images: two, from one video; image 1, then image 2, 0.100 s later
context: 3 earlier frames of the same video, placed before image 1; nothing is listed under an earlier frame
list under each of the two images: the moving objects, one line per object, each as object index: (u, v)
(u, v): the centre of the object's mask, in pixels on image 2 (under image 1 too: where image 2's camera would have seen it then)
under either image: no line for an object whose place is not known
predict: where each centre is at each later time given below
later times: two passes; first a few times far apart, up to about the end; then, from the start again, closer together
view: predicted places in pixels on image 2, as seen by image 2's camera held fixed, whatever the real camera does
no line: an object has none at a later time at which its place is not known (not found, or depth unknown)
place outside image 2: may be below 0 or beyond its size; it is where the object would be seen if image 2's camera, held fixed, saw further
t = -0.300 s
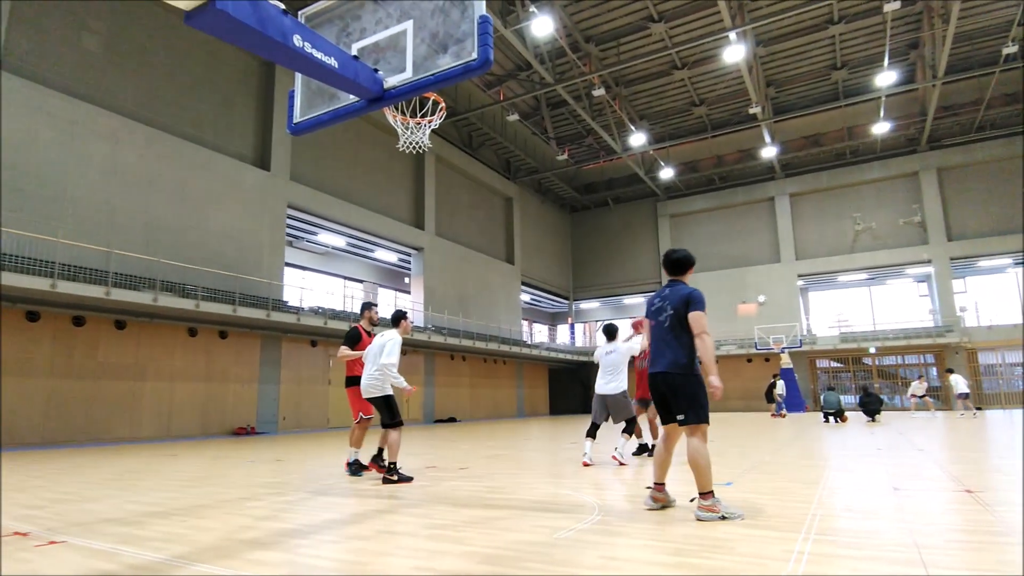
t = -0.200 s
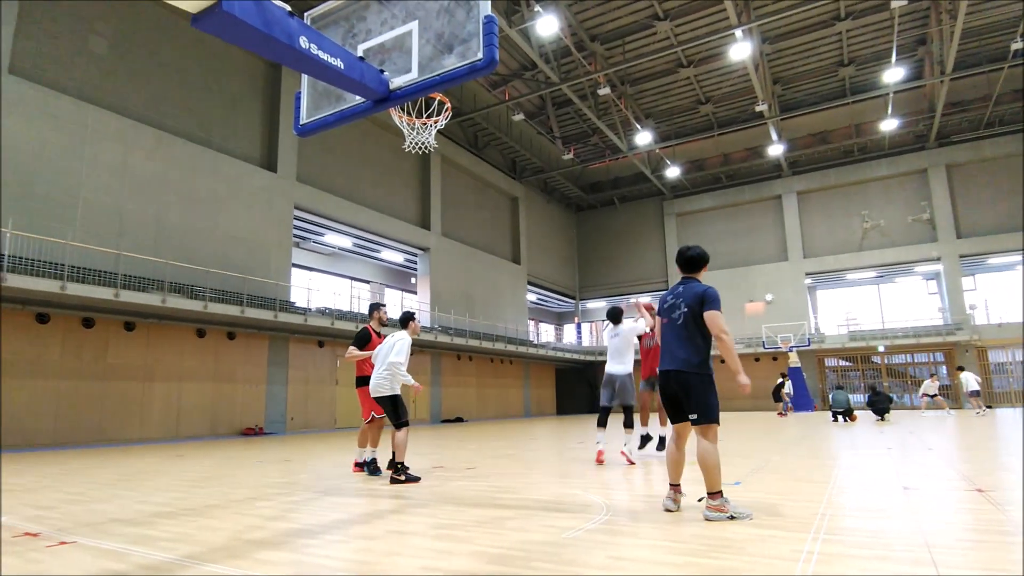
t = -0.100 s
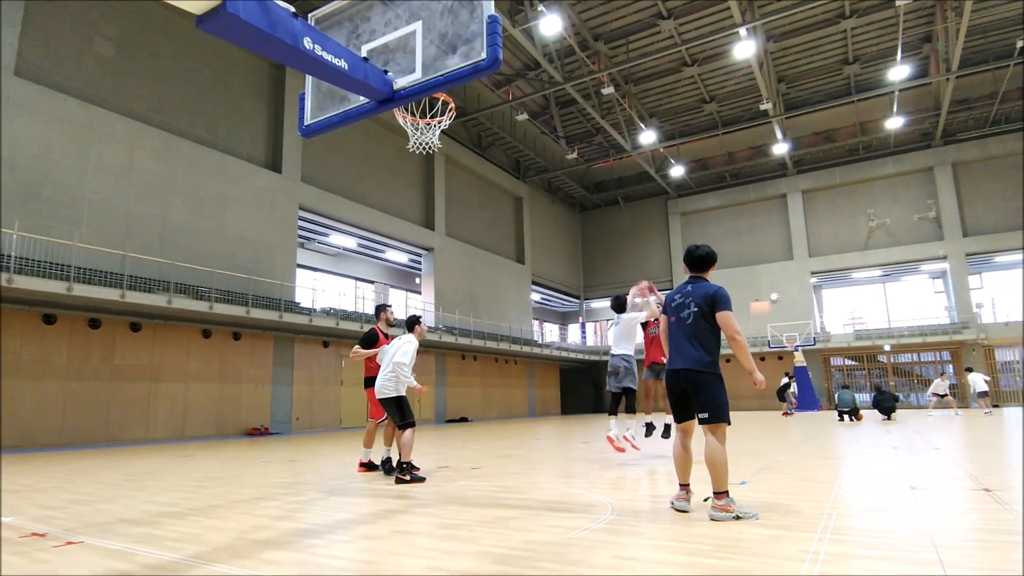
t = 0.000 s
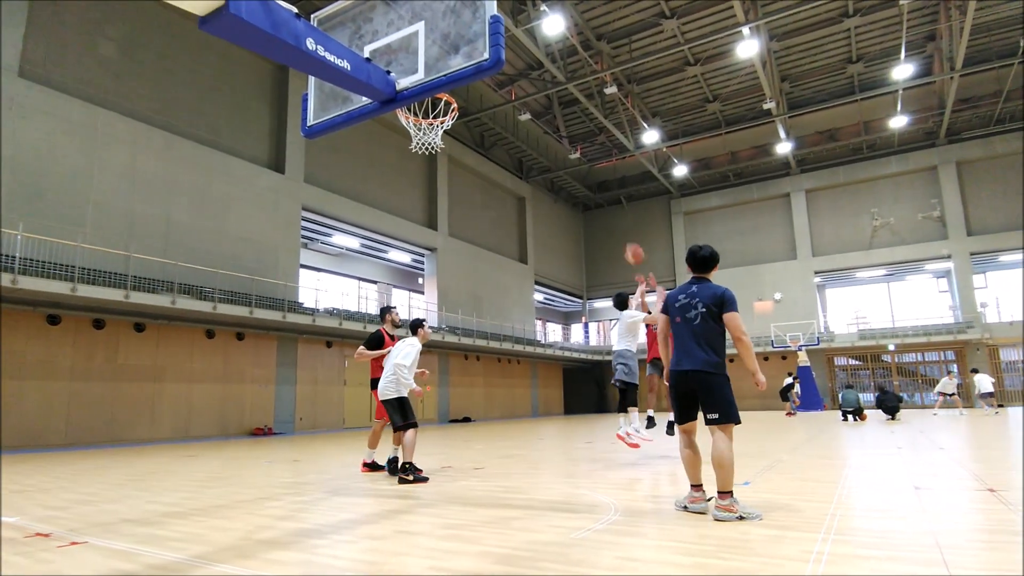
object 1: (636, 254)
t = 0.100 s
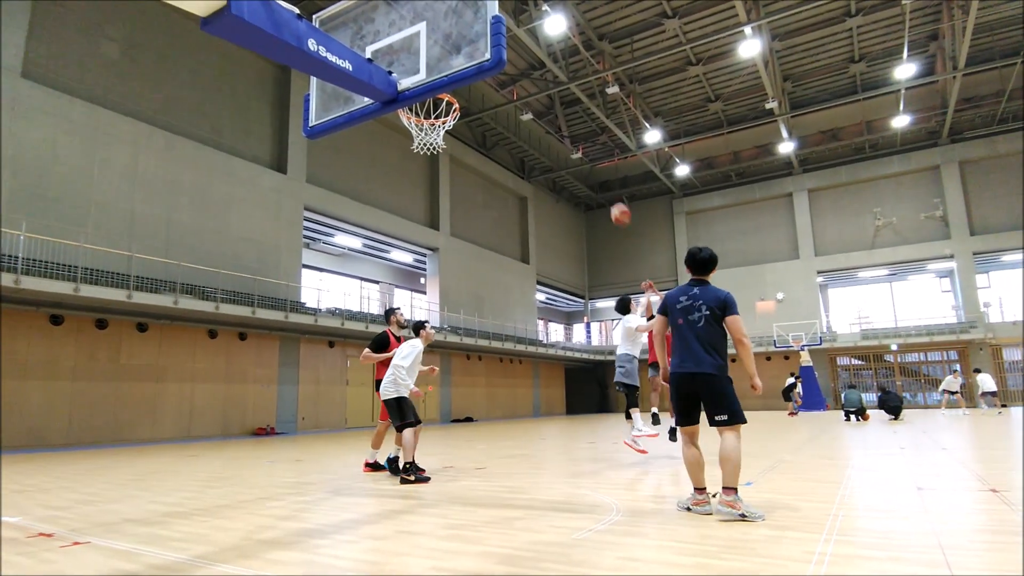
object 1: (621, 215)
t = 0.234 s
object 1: (597, 167)
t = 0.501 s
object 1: (547, 103)
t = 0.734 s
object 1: (492, 85)
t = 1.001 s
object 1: (412, 119)
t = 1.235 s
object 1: (421, 162)
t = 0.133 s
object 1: (615, 202)
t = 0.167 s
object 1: (609, 190)
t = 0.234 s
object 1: (597, 167)
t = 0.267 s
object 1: (592, 157)
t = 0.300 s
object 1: (586, 148)
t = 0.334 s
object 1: (580, 140)
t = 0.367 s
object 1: (573, 131)
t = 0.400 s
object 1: (567, 123)
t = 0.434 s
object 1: (561, 116)
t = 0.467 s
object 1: (554, 109)
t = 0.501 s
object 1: (547, 103)
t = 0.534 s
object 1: (540, 97)
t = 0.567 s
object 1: (532, 92)
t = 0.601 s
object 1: (524, 89)
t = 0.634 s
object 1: (516, 86)
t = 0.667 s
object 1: (508, 84)
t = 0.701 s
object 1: (500, 84)
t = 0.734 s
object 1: (492, 85)
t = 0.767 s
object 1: (484, 87)
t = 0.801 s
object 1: (474, 91)
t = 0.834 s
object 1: (466, 94)
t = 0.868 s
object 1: (454, 98)
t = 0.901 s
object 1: (442, 104)
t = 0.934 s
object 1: (432, 109)
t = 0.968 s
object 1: (417, 116)
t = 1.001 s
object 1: (412, 119)
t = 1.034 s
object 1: (413, 120)
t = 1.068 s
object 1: (414, 121)
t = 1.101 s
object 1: (416, 128)
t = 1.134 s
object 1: (417, 135)
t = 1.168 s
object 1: (418, 143)
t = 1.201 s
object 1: (420, 151)
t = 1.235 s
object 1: (421, 162)
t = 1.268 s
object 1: (423, 172)
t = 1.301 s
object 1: (424, 187)
